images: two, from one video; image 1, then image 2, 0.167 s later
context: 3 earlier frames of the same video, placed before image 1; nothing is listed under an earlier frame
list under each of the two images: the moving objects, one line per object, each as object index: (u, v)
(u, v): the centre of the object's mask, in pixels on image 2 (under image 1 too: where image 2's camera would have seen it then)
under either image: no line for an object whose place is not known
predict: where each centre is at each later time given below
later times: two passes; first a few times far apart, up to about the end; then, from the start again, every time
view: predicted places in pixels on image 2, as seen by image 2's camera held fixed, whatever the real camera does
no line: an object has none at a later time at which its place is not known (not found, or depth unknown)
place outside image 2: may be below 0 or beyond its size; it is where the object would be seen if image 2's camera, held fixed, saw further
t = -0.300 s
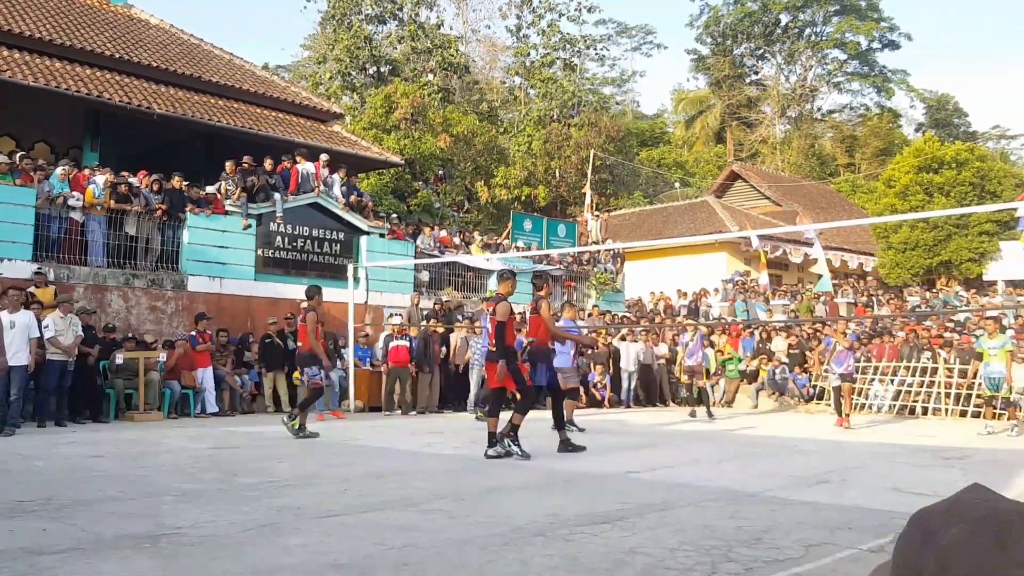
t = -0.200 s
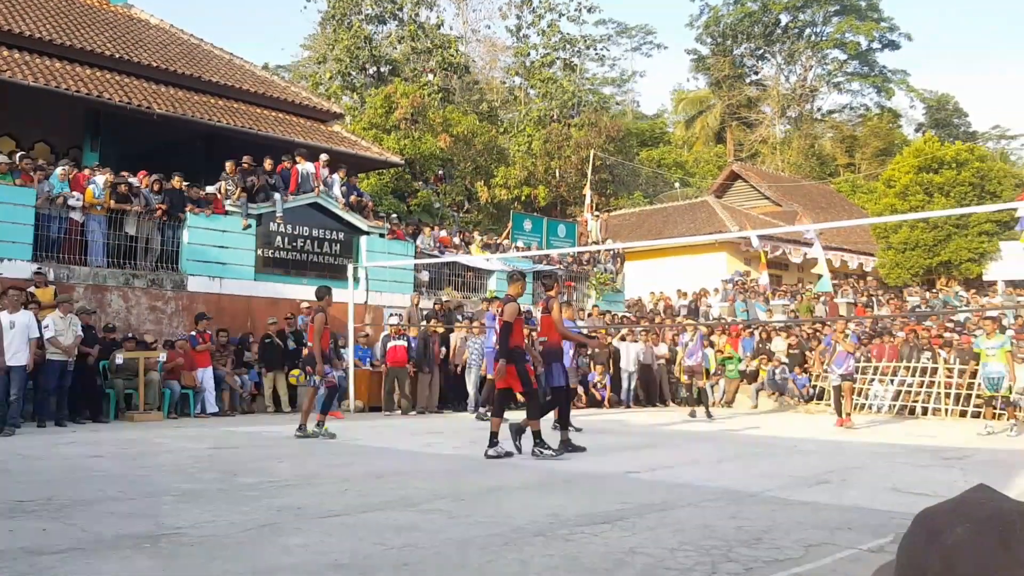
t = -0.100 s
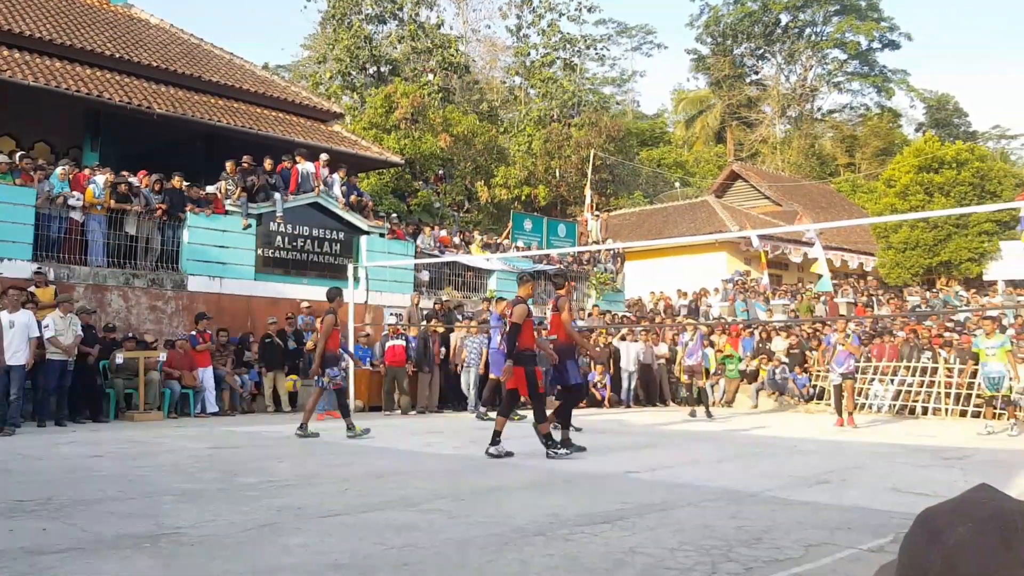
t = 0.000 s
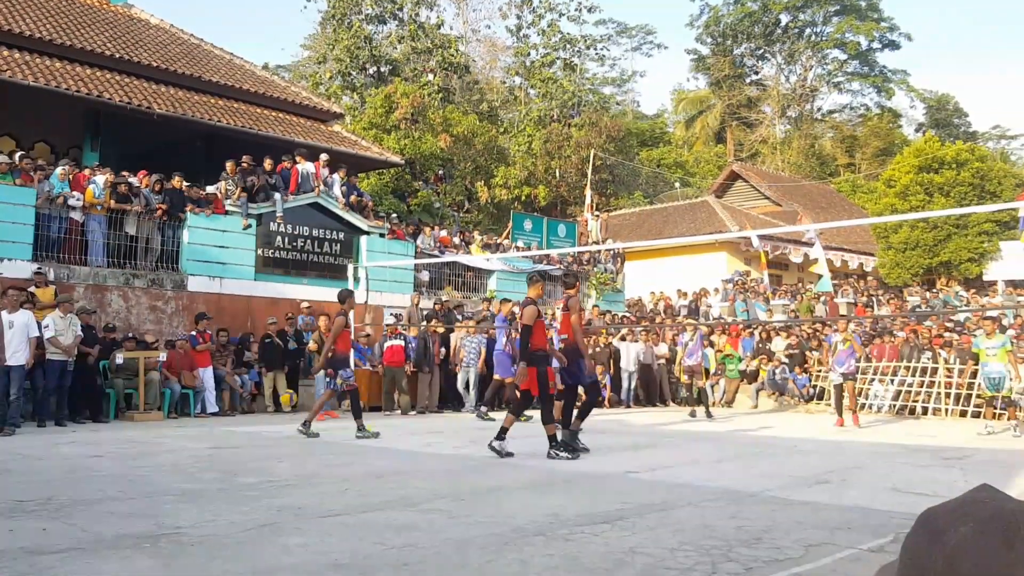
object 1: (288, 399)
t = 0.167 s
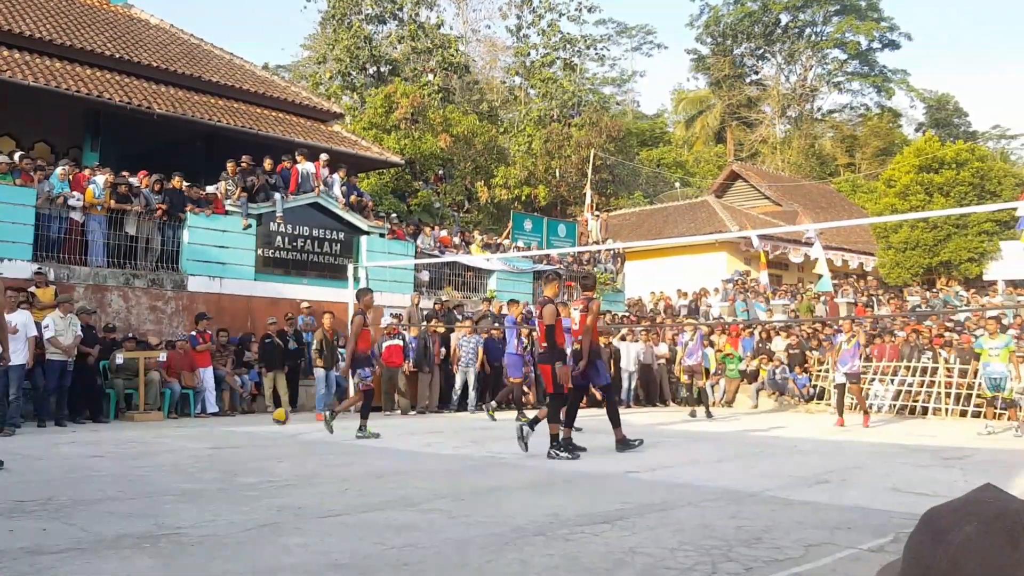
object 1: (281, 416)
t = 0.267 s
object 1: (278, 399)
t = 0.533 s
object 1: (269, 391)
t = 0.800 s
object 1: (256, 433)
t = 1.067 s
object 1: (244, 406)
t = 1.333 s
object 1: (227, 453)
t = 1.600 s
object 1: (212, 421)
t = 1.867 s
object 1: (191, 462)
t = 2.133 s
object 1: (169, 445)
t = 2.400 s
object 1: (139, 468)
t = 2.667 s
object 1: (102, 501)
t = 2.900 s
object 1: (67, 495)
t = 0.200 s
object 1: (280, 409)
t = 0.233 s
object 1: (277, 403)
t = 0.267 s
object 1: (278, 399)
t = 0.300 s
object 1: (277, 394)
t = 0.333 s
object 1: (277, 391)
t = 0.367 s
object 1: (274, 388)
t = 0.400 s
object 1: (273, 387)
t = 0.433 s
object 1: (272, 386)
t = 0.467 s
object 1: (271, 387)
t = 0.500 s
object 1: (270, 388)
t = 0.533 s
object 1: (269, 391)
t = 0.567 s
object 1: (268, 394)
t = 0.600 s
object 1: (266, 398)
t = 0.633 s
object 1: (265, 403)
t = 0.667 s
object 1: (263, 411)
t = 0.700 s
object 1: (261, 418)
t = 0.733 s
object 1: (259, 428)
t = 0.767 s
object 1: (258, 438)
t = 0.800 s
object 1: (256, 433)
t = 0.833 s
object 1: (255, 427)
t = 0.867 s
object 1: (253, 420)
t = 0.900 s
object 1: (252, 415)
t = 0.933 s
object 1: (251, 411)
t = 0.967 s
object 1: (249, 408)
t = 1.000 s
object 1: (247, 406)
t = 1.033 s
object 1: (246, 405)
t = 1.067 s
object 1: (244, 406)
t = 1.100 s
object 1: (242, 407)
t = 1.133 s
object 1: (240, 410)
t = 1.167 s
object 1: (238, 414)
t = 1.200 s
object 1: (236, 419)
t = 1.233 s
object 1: (234, 425)
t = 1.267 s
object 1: (232, 434)
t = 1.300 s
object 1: (229, 443)
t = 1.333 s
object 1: (227, 453)
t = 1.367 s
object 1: (225, 445)
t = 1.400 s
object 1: (223, 438)
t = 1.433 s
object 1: (222, 432)
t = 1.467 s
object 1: (220, 427)
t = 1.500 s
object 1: (218, 424)
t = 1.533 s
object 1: (216, 422)
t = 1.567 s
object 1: (214, 421)
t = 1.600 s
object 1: (212, 421)
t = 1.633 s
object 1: (209, 423)
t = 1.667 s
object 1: (207, 426)
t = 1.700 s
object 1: (204, 431)
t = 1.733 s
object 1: (202, 437)
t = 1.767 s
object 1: (199, 444)
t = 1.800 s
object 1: (196, 454)
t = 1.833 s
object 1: (193, 466)
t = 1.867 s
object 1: (191, 462)
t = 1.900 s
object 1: (188, 455)
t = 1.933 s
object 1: (186, 450)
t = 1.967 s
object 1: (183, 445)
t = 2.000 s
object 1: (181, 442)
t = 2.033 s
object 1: (178, 441)
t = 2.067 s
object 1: (175, 440)
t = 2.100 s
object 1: (171, 442)
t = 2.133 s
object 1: (169, 445)
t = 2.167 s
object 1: (165, 451)
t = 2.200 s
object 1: (161, 458)
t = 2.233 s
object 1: (157, 467)
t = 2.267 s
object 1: (153, 477)
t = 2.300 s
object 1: (149, 486)
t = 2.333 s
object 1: (146, 478)
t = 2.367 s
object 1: (142, 472)
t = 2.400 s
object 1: (139, 468)
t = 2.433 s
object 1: (135, 466)
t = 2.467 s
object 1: (131, 465)
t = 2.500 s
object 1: (127, 466)
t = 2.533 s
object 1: (122, 469)
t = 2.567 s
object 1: (117, 474)
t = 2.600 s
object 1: (113, 480)
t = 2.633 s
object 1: (108, 490)
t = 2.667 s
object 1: (102, 501)
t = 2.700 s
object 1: (97, 506)
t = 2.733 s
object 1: (93, 500)
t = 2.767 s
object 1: (88, 494)
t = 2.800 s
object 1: (84, 492)
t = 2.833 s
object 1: (78, 491)
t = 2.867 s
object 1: (73, 492)
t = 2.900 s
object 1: (67, 495)
